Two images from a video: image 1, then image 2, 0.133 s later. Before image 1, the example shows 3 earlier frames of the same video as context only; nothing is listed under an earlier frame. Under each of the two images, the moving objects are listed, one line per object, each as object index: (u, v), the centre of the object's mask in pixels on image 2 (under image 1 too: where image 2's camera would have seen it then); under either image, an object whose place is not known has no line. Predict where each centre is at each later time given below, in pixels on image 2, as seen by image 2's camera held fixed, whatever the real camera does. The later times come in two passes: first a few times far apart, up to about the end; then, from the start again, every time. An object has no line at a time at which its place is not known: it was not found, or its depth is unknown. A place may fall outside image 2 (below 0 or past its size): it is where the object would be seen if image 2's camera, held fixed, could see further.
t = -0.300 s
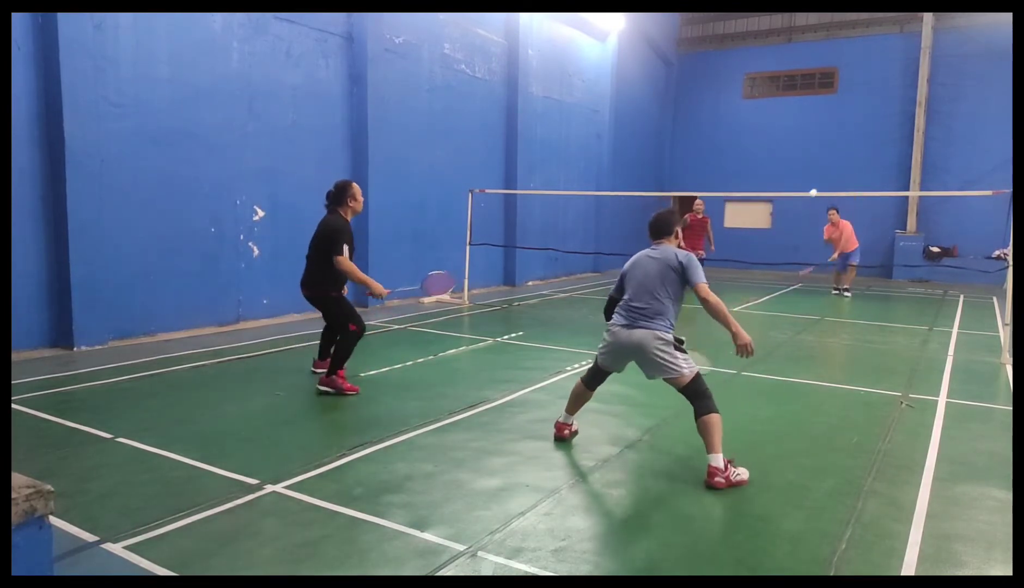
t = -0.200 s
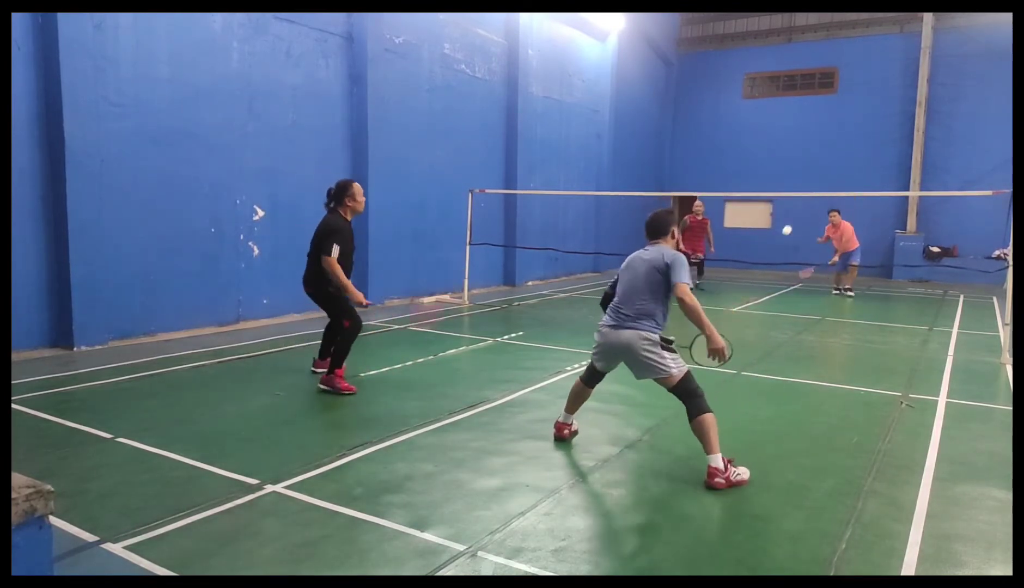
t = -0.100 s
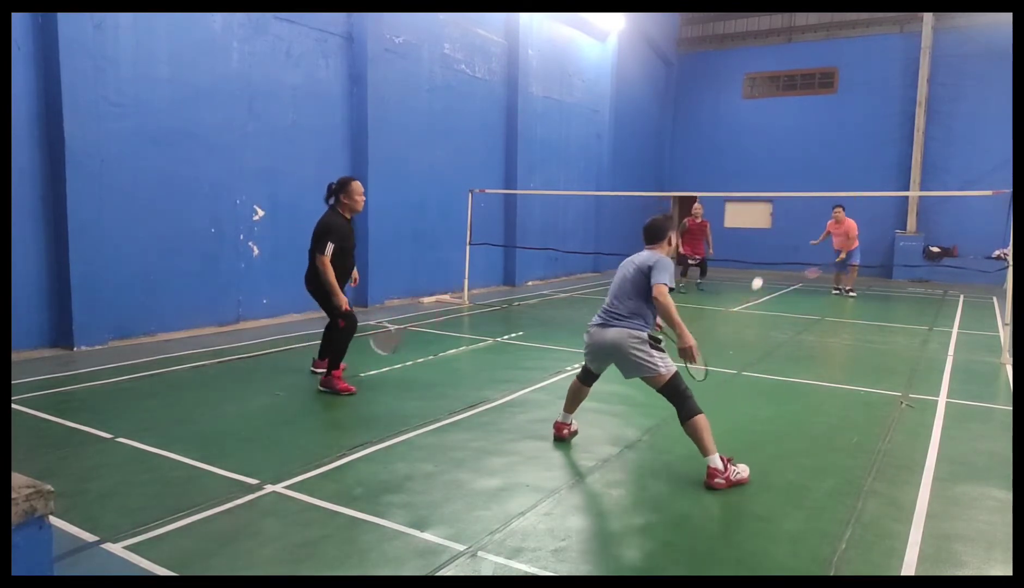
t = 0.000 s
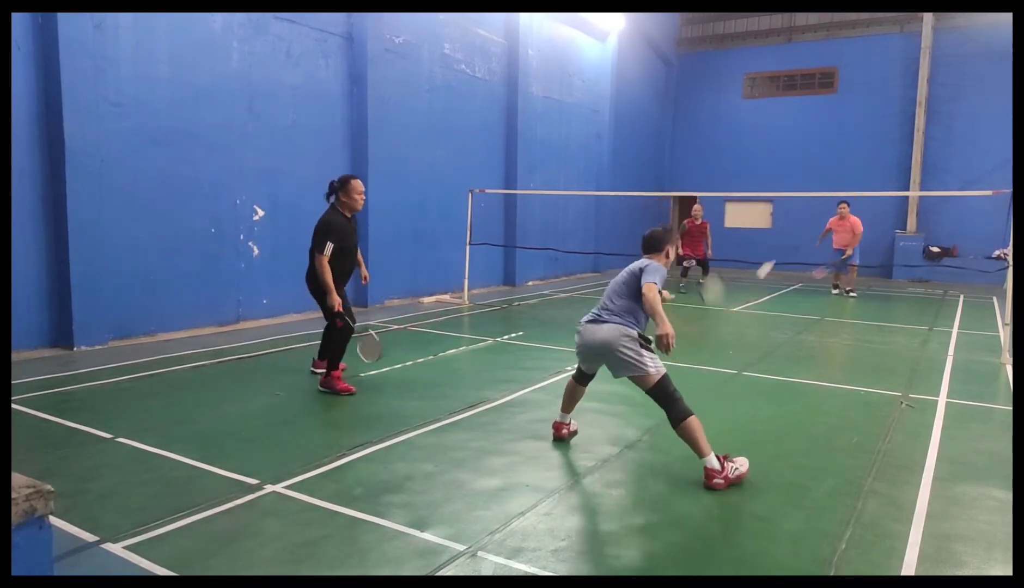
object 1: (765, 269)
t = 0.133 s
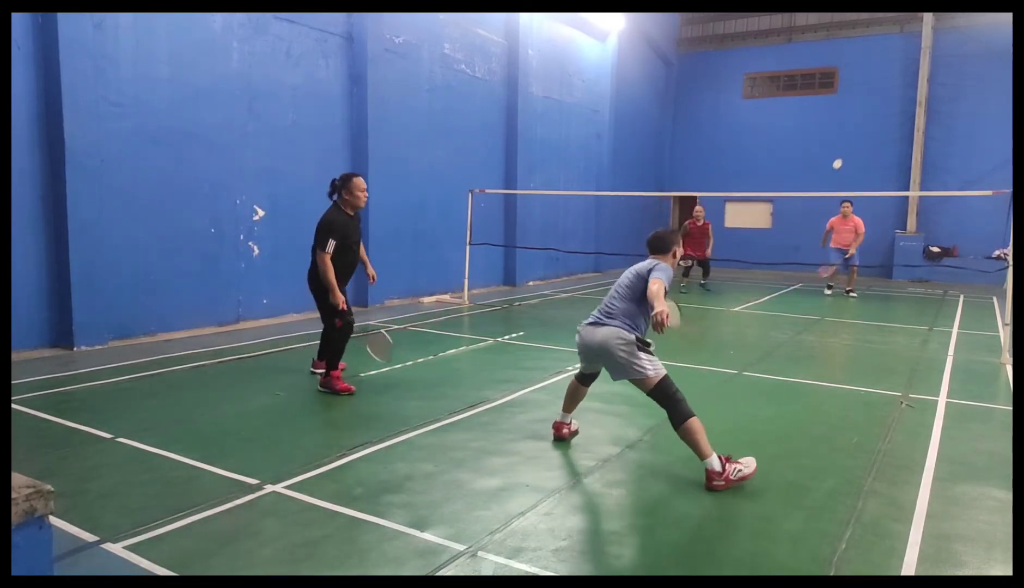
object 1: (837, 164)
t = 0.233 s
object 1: (861, 134)
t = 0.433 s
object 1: (885, 120)
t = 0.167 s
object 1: (847, 151)
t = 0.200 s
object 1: (854, 142)
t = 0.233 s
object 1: (861, 134)
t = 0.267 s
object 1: (867, 128)
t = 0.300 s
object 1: (872, 124)
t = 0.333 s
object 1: (876, 122)
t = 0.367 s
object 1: (880, 120)
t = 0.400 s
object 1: (883, 119)
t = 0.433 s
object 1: (885, 120)
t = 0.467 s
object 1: (888, 121)
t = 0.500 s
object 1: (890, 123)
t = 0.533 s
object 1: (892, 126)
